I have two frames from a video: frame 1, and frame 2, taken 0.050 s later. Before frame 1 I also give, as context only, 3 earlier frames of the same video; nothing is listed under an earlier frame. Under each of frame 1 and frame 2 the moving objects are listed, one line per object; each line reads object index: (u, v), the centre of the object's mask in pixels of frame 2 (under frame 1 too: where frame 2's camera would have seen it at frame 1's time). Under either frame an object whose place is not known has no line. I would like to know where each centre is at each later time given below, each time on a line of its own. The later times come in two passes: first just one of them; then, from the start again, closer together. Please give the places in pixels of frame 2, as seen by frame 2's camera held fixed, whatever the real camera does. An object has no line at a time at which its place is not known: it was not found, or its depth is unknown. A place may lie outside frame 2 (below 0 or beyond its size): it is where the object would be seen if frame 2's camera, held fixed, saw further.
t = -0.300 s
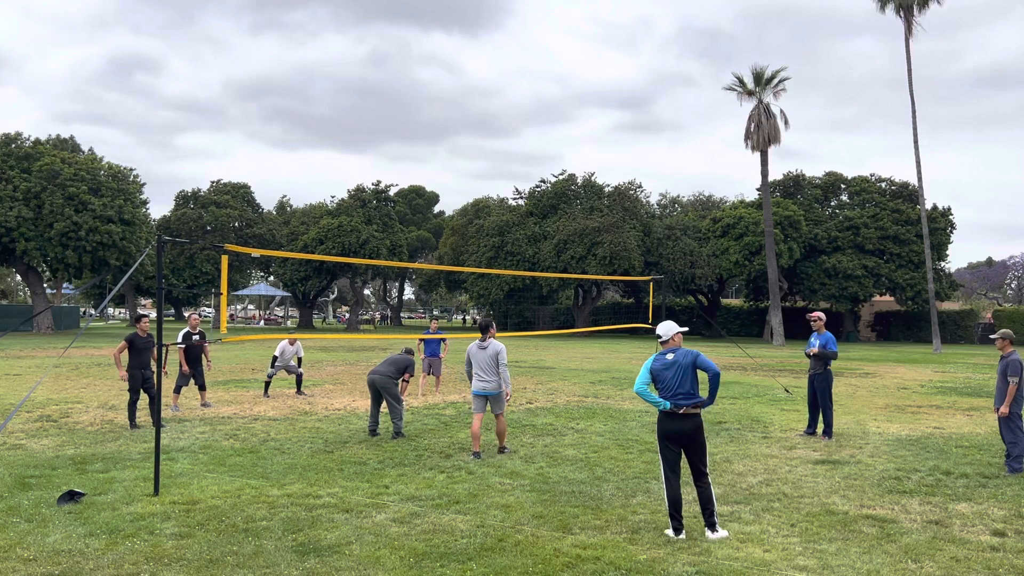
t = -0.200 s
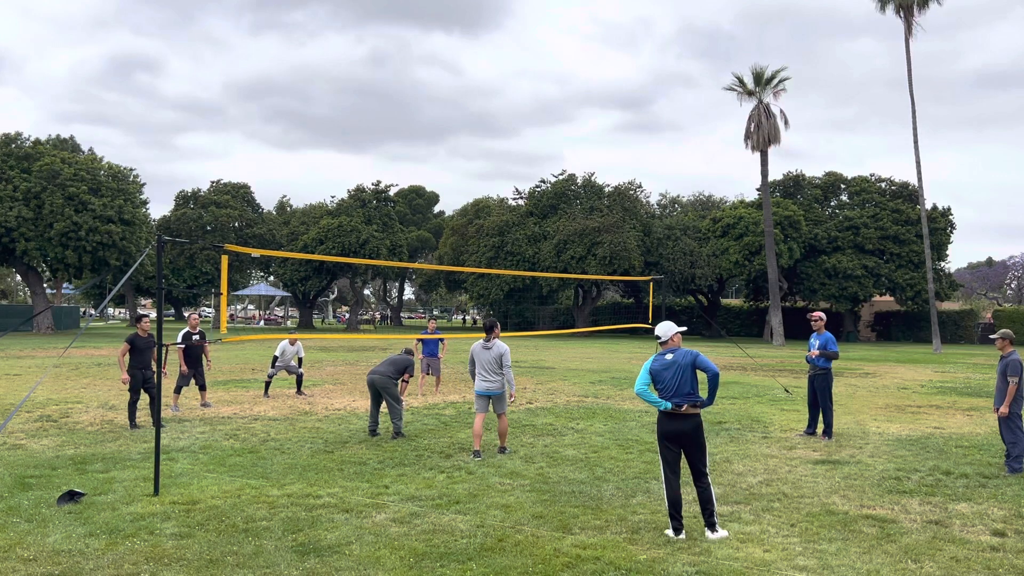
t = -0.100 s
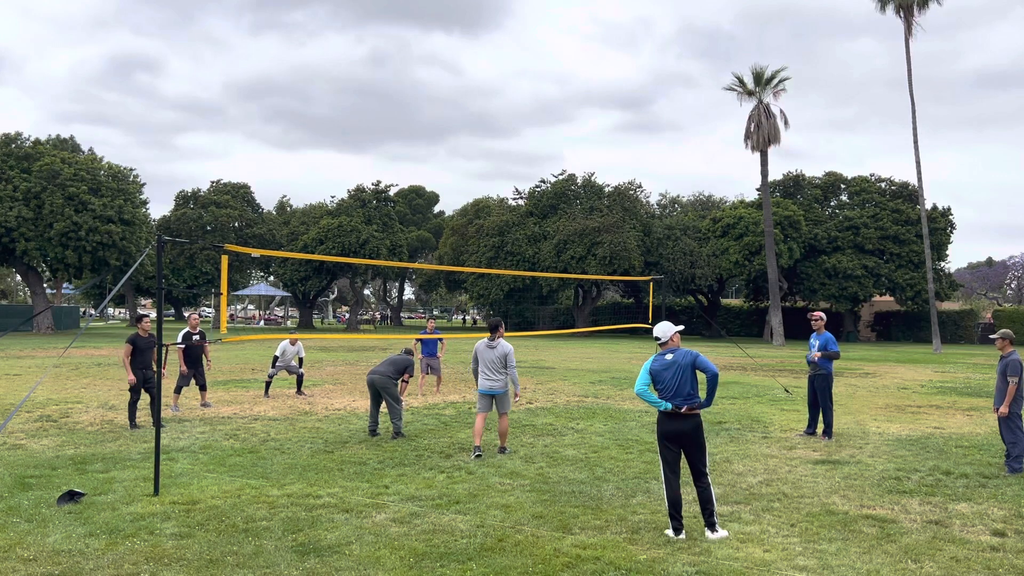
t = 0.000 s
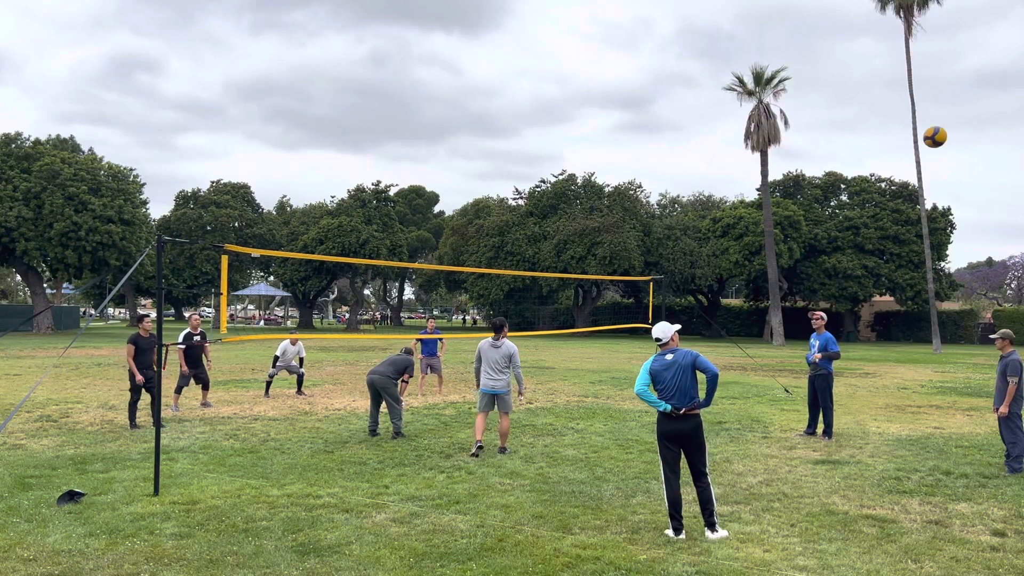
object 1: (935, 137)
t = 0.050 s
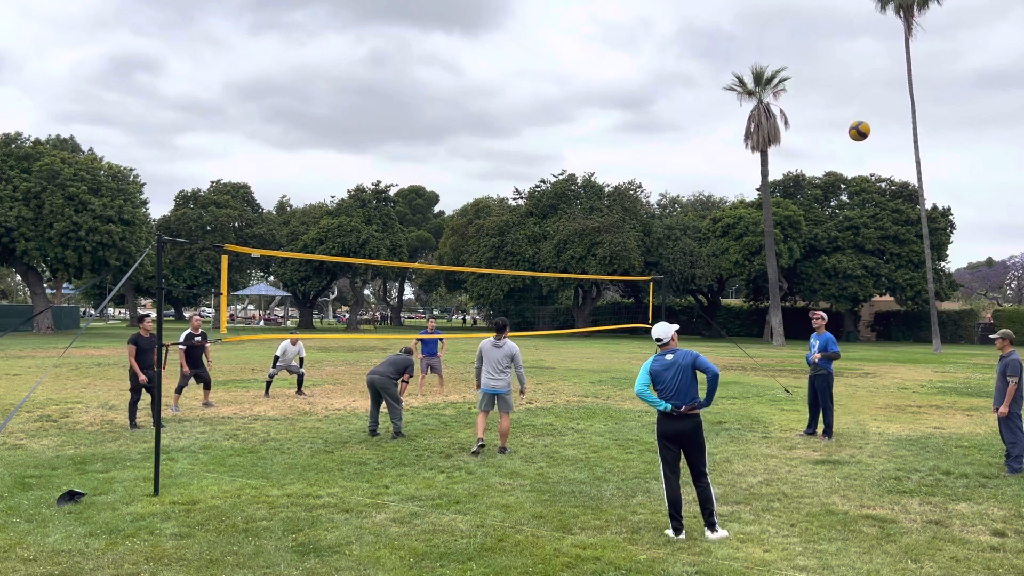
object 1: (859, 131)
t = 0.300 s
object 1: (576, 130)
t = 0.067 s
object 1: (836, 129)
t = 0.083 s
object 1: (813, 128)
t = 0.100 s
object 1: (791, 127)
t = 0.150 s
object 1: (729, 125)
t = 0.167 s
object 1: (710, 125)
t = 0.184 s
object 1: (691, 125)
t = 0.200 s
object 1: (673, 125)
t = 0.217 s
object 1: (656, 125)
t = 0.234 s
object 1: (639, 126)
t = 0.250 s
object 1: (622, 127)
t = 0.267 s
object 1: (606, 128)
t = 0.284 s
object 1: (591, 129)
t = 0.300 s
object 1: (576, 130)
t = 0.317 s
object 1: (561, 131)
